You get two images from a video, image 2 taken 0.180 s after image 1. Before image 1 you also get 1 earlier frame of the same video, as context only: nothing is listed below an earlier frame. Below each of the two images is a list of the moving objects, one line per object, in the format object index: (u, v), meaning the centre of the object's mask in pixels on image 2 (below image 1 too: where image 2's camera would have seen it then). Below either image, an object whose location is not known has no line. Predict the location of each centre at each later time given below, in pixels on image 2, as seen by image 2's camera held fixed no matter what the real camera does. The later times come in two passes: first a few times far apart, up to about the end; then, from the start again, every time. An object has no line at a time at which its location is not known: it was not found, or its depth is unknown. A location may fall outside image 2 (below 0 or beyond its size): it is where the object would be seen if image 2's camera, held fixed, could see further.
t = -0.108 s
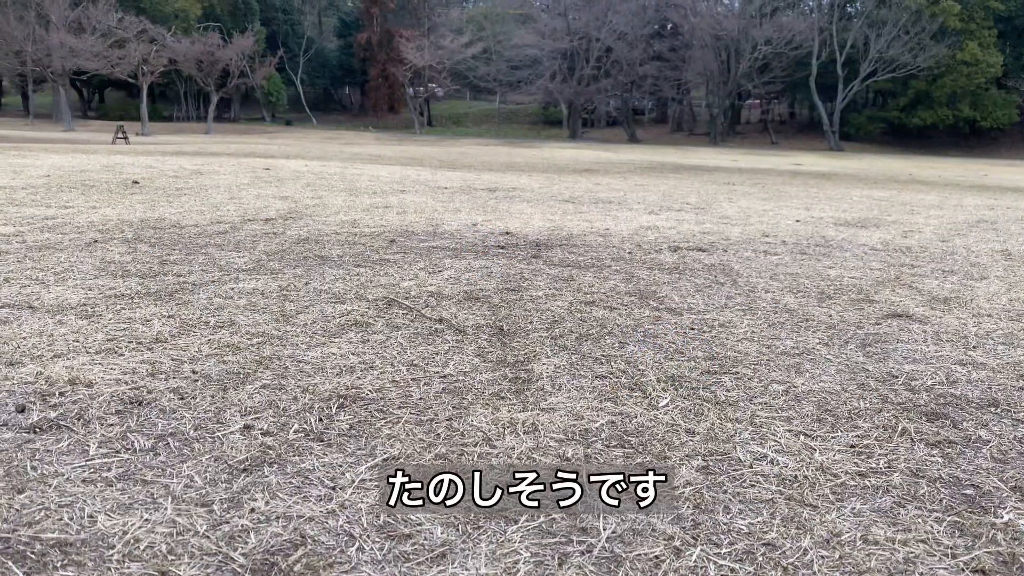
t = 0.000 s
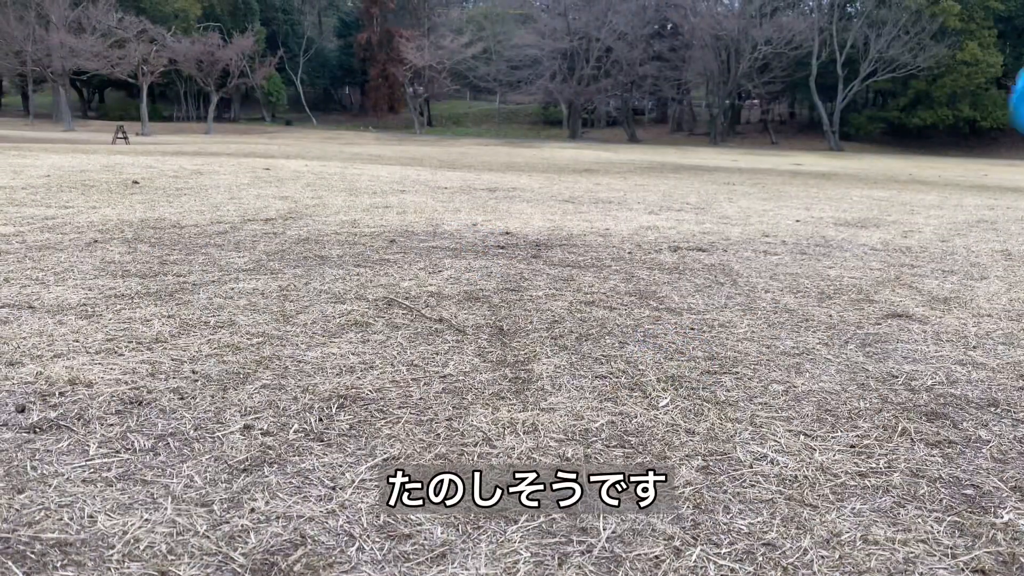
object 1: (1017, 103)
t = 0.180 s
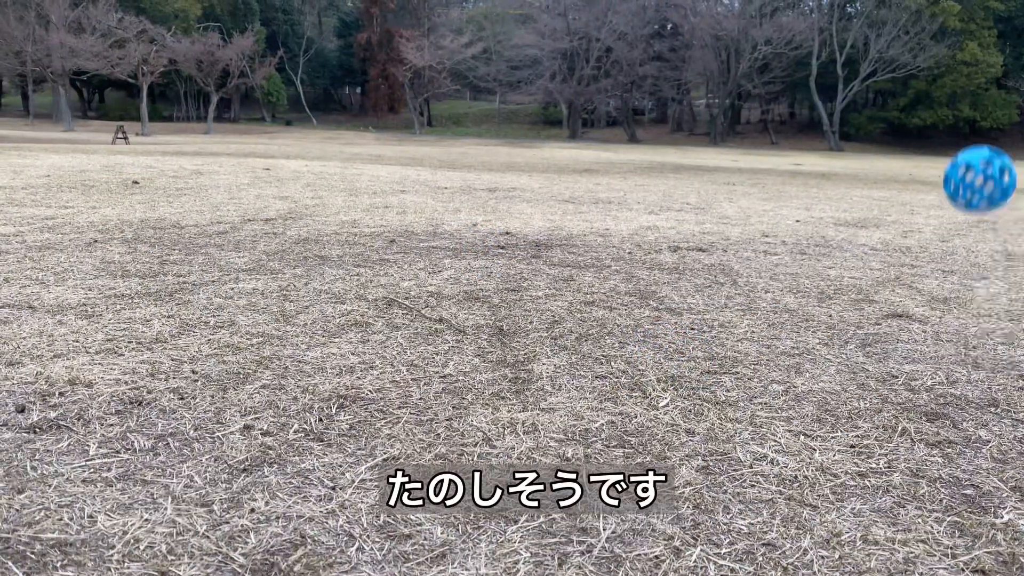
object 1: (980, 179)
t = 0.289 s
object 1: (974, 60)
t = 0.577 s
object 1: (912, 106)
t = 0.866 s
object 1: (872, 183)
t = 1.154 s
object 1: (850, 316)
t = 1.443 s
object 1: (840, 288)
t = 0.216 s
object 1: (979, 131)
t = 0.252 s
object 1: (978, 92)
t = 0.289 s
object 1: (974, 60)
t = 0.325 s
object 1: (971, 35)
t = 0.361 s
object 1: (965, 24)
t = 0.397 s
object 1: (955, 19)
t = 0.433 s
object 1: (949, 21)
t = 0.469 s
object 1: (941, 27)
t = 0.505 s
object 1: (933, 44)
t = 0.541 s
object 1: (923, 72)
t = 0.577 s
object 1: (912, 106)
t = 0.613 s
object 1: (896, 170)
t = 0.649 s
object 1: (884, 221)
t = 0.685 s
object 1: (872, 278)
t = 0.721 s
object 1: (862, 318)
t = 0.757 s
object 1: (867, 277)
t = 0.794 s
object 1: (869, 243)
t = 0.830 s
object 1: (872, 201)
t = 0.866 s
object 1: (872, 183)
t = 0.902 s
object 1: (872, 172)
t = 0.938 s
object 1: (872, 169)
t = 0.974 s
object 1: (871, 172)
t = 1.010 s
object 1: (869, 183)
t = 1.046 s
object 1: (864, 214)
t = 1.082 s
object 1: (860, 243)
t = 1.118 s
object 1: (855, 277)
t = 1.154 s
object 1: (850, 316)
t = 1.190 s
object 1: (851, 294)
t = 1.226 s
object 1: (851, 271)
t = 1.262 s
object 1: (852, 249)
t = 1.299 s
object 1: (851, 243)
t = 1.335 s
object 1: (850, 244)
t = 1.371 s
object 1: (847, 251)
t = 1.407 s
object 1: (844, 267)
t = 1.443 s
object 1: (840, 288)
